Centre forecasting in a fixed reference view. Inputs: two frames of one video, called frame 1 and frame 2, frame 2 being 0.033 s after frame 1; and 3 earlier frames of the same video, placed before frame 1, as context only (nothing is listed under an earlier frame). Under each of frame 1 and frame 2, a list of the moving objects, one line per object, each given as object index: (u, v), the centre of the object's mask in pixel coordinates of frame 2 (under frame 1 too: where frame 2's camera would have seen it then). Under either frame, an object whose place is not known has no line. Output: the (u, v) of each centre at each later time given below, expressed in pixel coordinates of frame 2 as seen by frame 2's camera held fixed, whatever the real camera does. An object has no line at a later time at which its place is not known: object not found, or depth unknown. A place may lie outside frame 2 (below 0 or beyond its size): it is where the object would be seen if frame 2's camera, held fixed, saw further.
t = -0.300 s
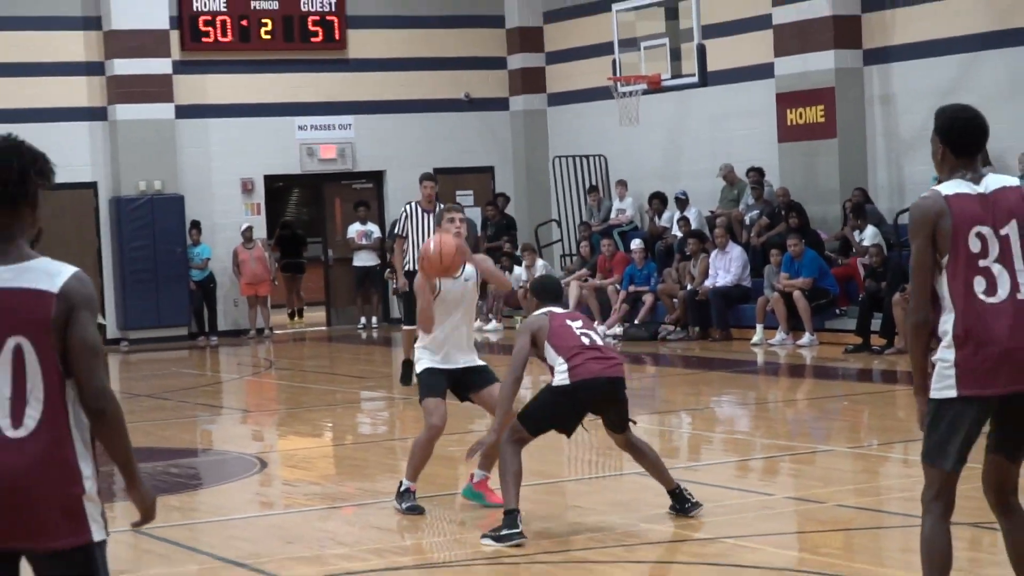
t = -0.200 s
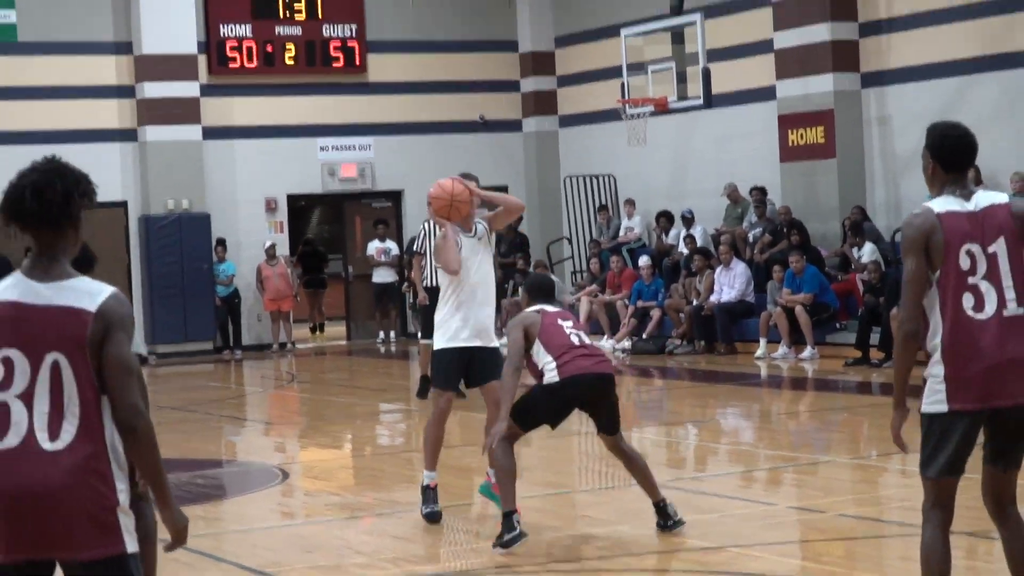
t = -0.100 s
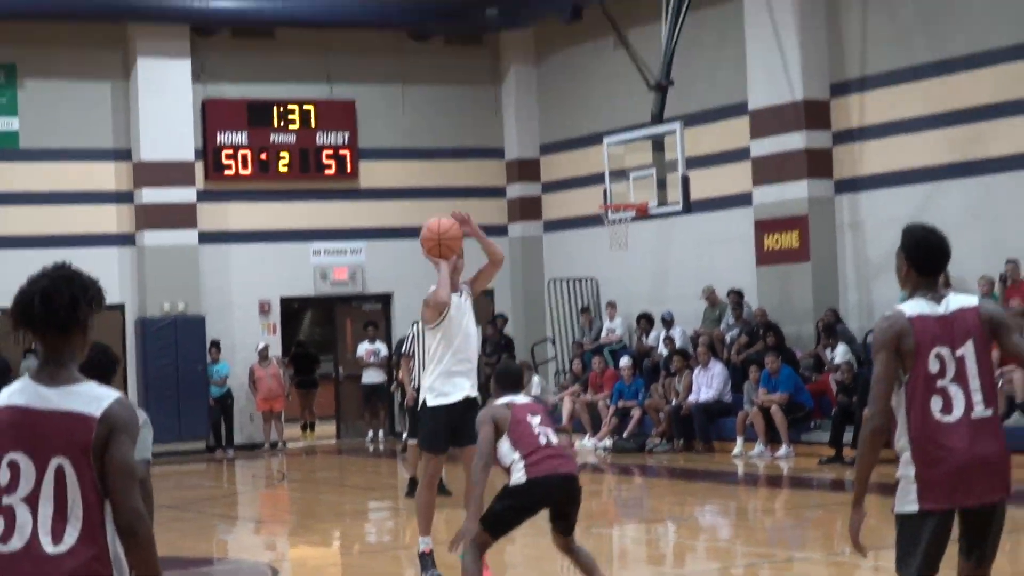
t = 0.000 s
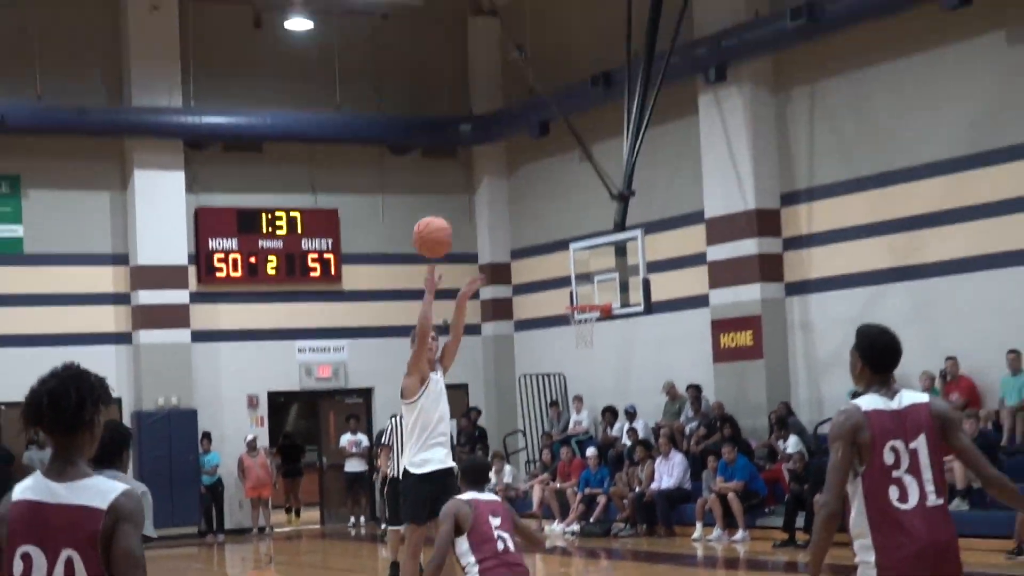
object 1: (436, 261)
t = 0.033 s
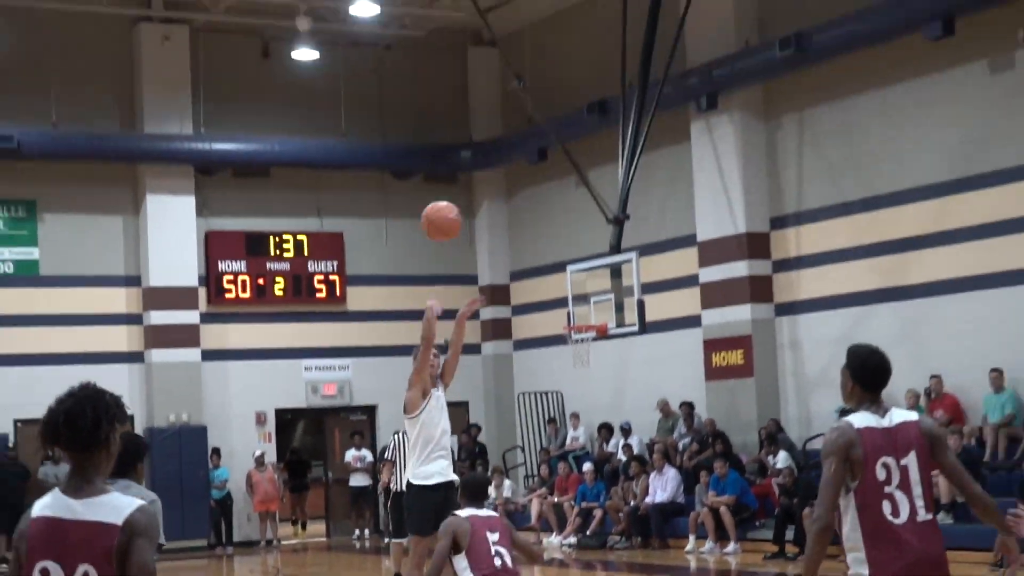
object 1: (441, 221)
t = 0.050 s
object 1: (446, 202)
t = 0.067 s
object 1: (450, 183)
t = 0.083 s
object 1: (453, 164)
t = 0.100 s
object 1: (457, 146)
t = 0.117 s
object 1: (461, 128)
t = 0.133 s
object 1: (465, 110)
